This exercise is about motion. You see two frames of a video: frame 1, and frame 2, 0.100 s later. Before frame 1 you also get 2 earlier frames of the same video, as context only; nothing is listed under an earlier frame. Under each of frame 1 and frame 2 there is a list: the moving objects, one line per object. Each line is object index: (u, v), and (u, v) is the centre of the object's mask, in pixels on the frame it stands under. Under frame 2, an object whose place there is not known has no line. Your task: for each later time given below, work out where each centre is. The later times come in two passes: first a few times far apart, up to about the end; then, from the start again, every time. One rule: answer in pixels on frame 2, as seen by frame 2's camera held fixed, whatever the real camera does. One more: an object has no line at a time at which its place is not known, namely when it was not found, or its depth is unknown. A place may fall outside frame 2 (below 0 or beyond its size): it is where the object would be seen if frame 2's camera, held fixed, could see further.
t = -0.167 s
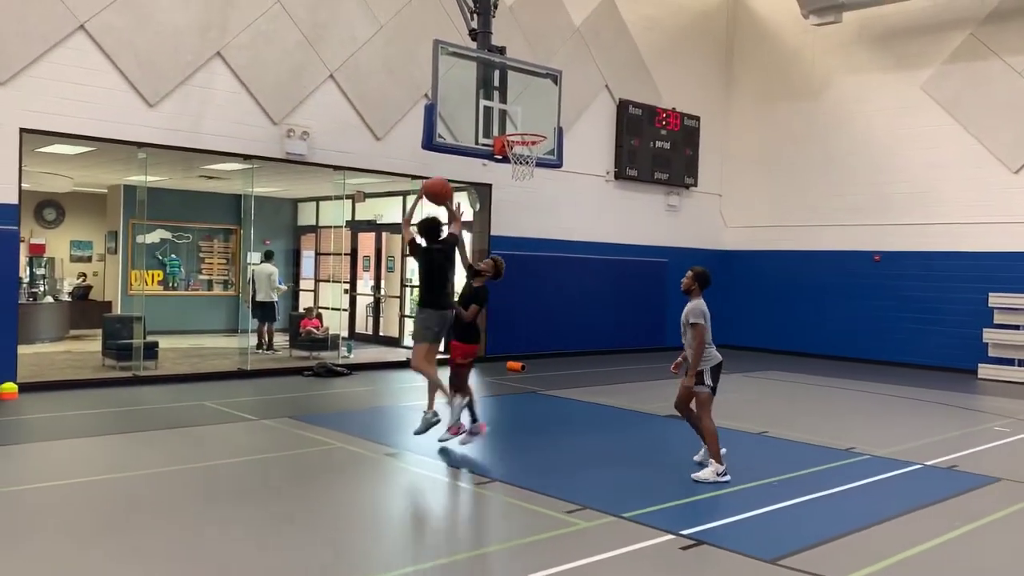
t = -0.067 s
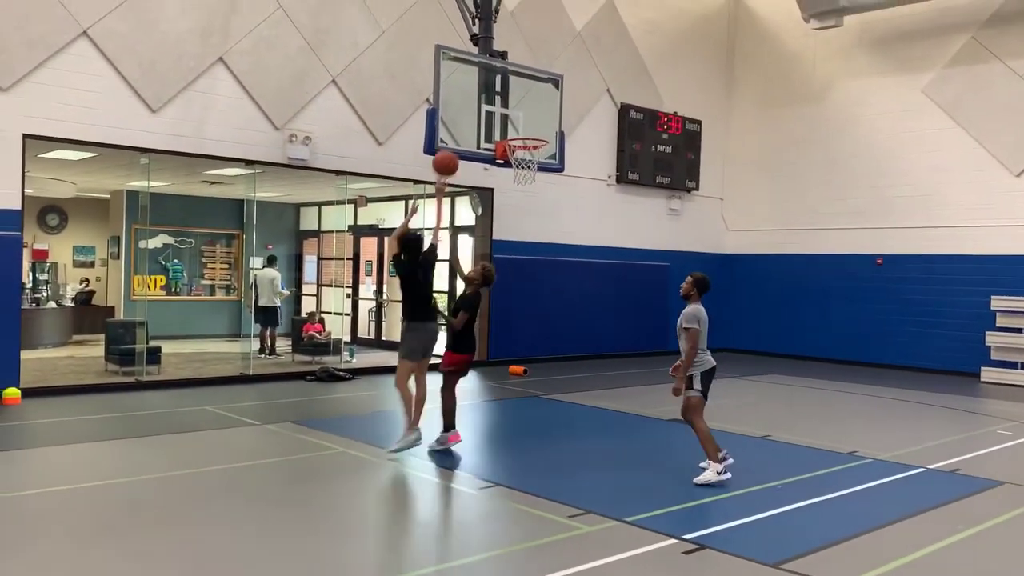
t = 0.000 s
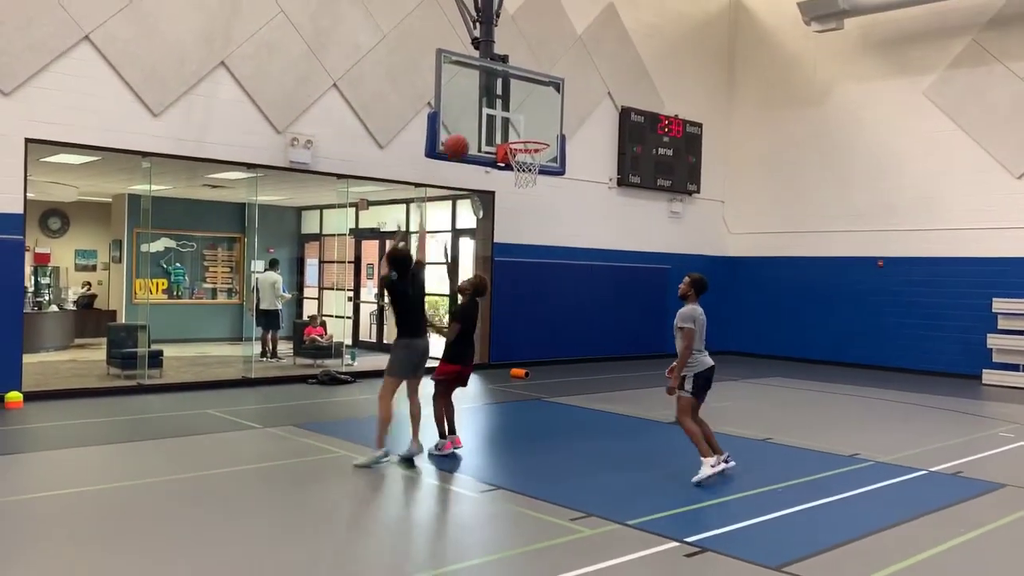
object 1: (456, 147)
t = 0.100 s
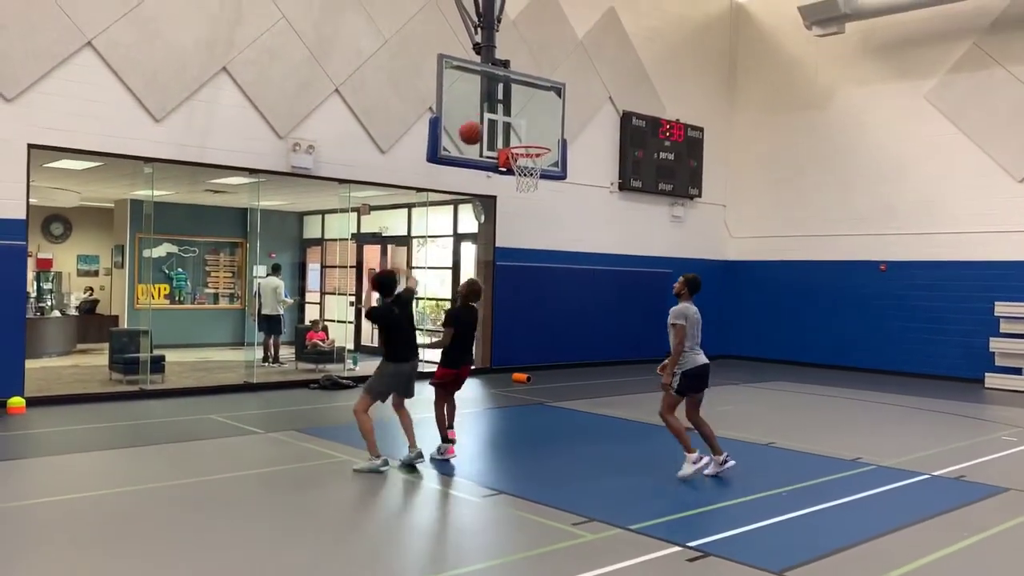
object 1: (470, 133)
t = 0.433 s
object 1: (511, 139)
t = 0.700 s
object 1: (538, 137)
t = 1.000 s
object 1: (530, 143)
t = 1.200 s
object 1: (524, 194)
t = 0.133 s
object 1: (475, 129)
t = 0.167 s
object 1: (479, 126)
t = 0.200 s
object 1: (482, 125)
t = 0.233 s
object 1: (485, 124)
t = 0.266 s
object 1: (489, 126)
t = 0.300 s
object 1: (492, 128)
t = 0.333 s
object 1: (497, 130)
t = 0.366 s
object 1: (499, 133)
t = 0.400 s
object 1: (504, 138)
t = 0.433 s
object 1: (511, 139)
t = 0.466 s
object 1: (516, 138)
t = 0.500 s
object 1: (523, 138)
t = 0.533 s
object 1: (528, 139)
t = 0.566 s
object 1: (534, 142)
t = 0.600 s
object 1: (540, 142)
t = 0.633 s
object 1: (540, 140)
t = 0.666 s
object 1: (539, 139)
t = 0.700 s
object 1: (538, 137)
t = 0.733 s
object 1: (538, 136)
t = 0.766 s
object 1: (537, 134)
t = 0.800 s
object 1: (536, 132)
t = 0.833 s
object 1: (535, 132)
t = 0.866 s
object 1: (534, 132)
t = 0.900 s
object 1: (533, 134)
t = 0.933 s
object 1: (532, 136)
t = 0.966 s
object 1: (531, 139)
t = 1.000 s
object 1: (530, 143)
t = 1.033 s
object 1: (530, 150)
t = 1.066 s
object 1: (530, 156)
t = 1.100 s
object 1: (529, 164)
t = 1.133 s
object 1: (527, 172)
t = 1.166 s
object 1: (526, 182)
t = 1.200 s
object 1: (524, 194)
